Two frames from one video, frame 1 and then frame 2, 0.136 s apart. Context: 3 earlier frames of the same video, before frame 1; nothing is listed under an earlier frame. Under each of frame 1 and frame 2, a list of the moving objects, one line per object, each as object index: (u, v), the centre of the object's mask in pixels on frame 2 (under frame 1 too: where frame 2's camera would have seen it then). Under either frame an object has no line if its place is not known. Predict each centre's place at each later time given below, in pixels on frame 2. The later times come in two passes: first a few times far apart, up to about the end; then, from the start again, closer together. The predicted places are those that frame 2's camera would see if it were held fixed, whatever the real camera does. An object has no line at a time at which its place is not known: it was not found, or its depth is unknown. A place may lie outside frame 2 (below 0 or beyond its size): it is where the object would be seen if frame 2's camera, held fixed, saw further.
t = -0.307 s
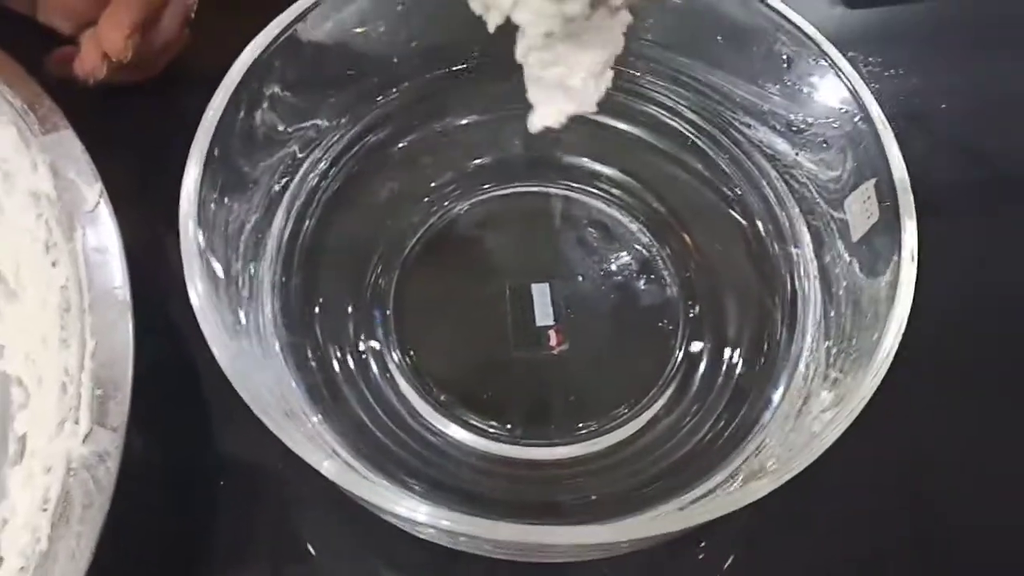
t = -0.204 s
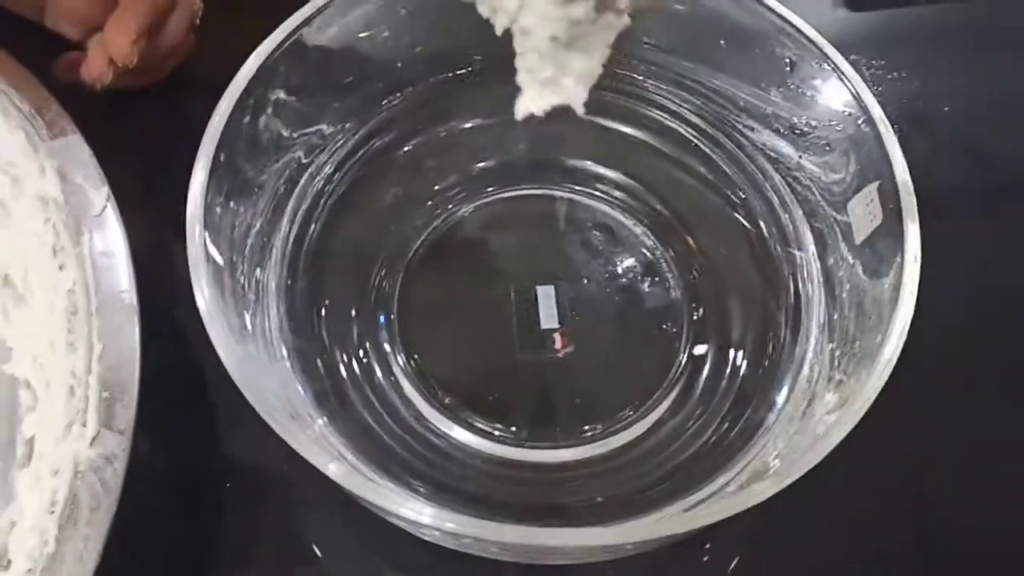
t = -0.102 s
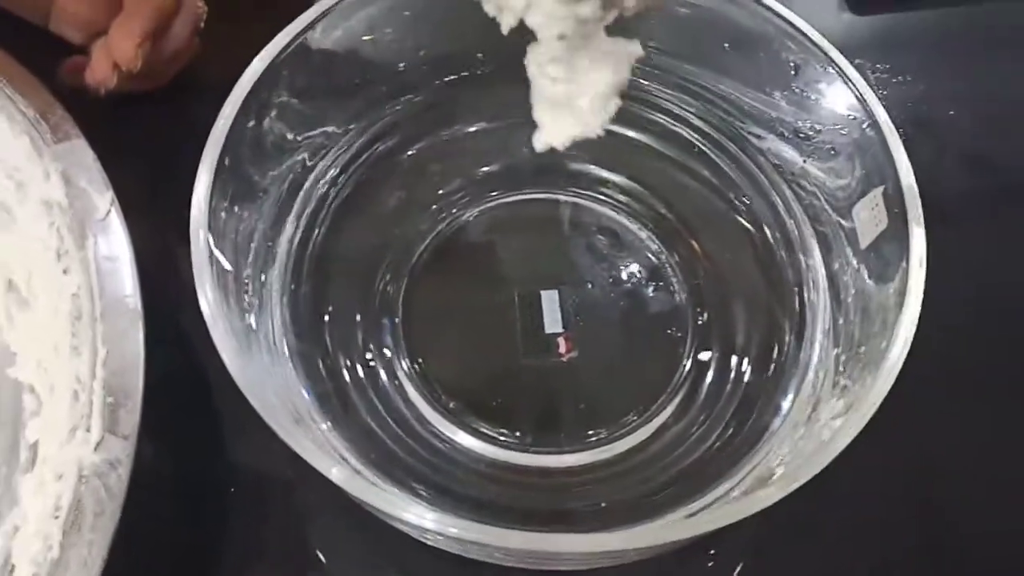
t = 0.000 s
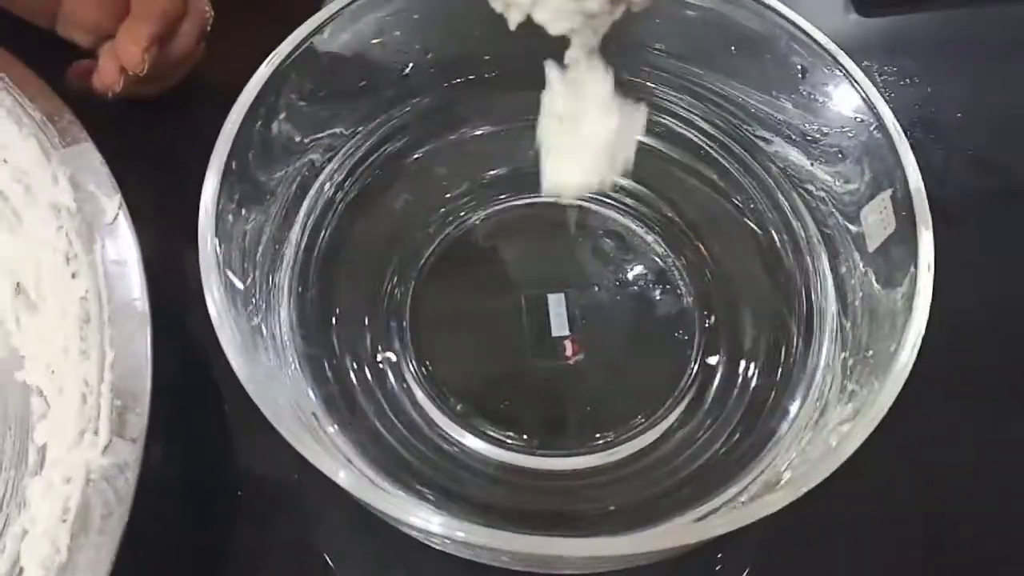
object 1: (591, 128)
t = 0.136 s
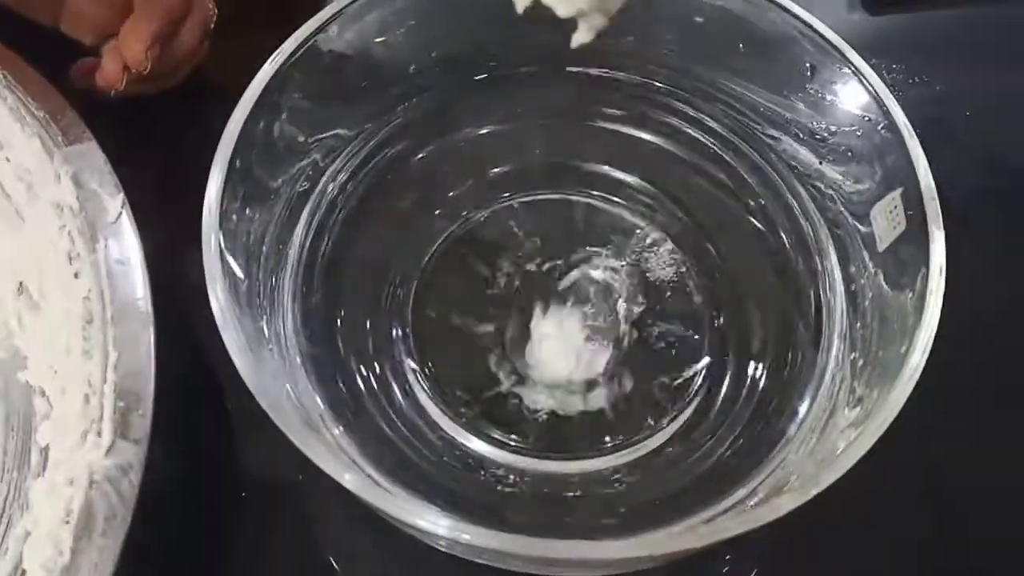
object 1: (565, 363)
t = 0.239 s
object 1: (573, 336)
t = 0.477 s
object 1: (571, 337)
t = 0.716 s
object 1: (566, 352)
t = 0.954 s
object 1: (568, 358)
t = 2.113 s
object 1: (562, 379)
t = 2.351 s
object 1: (566, 381)
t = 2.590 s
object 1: (565, 382)
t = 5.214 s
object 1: (545, 406)
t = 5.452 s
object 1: (543, 408)
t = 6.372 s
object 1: (535, 413)
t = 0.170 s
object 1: (563, 354)
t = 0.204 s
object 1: (570, 340)
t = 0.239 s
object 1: (573, 336)
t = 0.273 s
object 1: (569, 332)
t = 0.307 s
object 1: (570, 332)
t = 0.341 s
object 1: (567, 334)
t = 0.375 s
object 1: (567, 337)
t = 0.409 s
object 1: (569, 337)
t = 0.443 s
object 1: (570, 337)
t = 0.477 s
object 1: (571, 337)
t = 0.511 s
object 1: (570, 339)
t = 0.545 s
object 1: (570, 342)
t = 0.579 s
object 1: (569, 347)
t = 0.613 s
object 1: (568, 352)
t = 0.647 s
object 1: (567, 353)
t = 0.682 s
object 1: (567, 354)
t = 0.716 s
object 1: (566, 352)
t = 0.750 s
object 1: (566, 351)
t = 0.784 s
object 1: (566, 351)
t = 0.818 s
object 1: (566, 353)
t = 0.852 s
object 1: (567, 355)
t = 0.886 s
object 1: (568, 357)
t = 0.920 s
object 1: (568, 358)
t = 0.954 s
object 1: (568, 358)
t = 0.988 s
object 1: (568, 359)
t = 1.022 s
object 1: (568, 358)
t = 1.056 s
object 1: (569, 357)
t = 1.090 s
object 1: (569, 356)
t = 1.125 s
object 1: (569, 355)
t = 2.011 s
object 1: (566, 377)
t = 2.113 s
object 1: (562, 379)
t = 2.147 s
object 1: (563, 377)
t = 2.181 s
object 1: (564, 377)
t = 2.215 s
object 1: (565, 379)
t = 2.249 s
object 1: (565, 381)
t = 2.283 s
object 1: (566, 382)
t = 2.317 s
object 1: (566, 382)
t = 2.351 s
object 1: (566, 381)
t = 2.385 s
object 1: (566, 383)
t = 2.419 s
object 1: (565, 384)
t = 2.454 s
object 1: (566, 385)
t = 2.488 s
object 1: (566, 385)
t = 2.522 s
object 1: (566, 384)
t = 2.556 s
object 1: (566, 383)
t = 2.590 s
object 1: (565, 382)
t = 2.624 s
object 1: (563, 382)
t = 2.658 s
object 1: (562, 383)
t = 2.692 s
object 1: (562, 386)
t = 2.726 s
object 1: (562, 389)
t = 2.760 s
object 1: (562, 392)
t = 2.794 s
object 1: (561, 394)
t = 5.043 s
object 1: (545, 406)
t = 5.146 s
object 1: (545, 405)
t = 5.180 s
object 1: (546, 405)
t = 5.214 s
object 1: (545, 406)
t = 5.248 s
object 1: (544, 407)
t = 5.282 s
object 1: (544, 407)
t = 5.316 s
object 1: (543, 408)
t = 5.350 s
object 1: (543, 408)
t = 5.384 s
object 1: (543, 409)
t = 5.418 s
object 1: (543, 408)
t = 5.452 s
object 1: (543, 408)
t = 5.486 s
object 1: (542, 407)
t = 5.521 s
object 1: (542, 407)
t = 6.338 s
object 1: (534, 414)
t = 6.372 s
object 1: (535, 413)
